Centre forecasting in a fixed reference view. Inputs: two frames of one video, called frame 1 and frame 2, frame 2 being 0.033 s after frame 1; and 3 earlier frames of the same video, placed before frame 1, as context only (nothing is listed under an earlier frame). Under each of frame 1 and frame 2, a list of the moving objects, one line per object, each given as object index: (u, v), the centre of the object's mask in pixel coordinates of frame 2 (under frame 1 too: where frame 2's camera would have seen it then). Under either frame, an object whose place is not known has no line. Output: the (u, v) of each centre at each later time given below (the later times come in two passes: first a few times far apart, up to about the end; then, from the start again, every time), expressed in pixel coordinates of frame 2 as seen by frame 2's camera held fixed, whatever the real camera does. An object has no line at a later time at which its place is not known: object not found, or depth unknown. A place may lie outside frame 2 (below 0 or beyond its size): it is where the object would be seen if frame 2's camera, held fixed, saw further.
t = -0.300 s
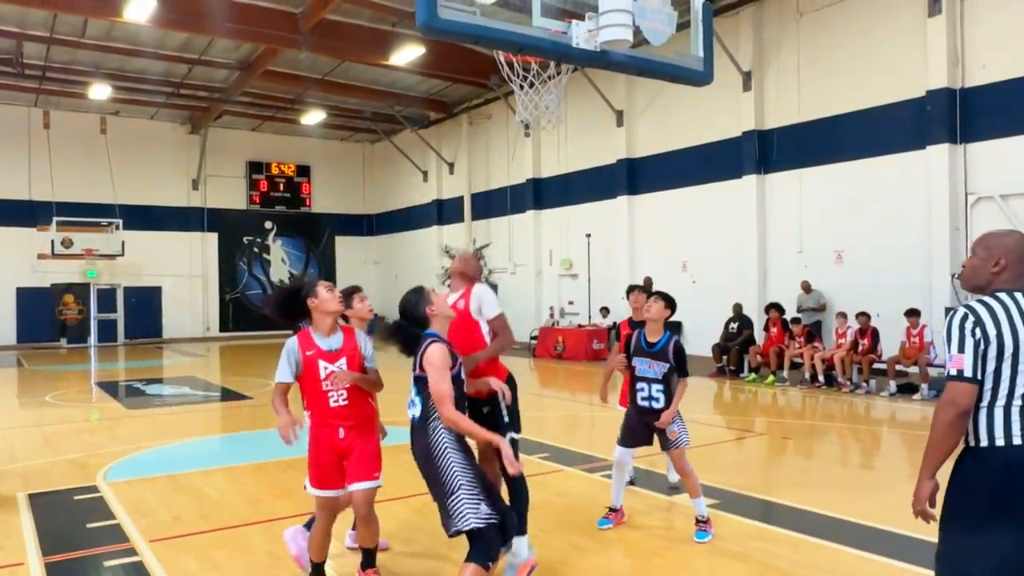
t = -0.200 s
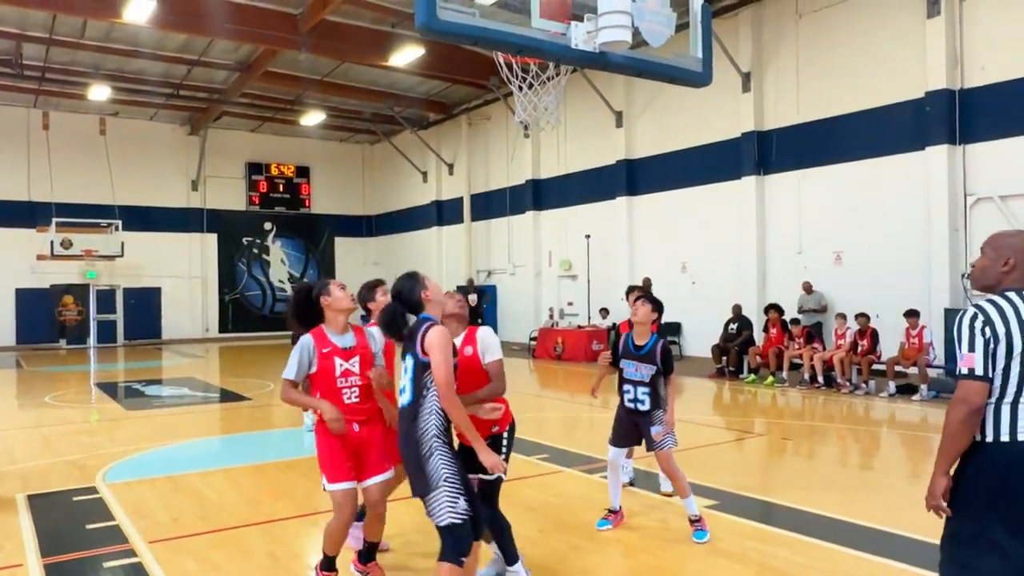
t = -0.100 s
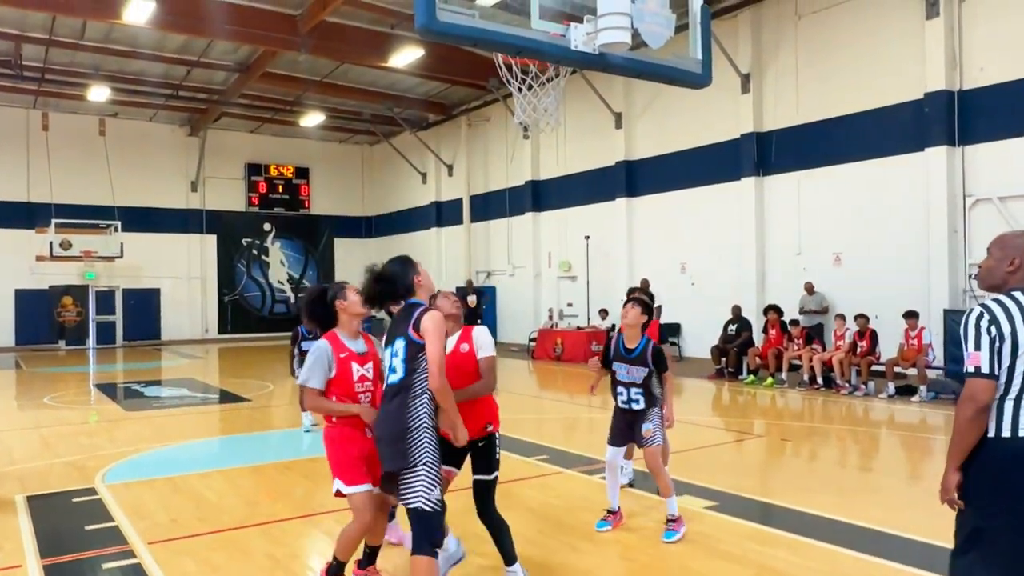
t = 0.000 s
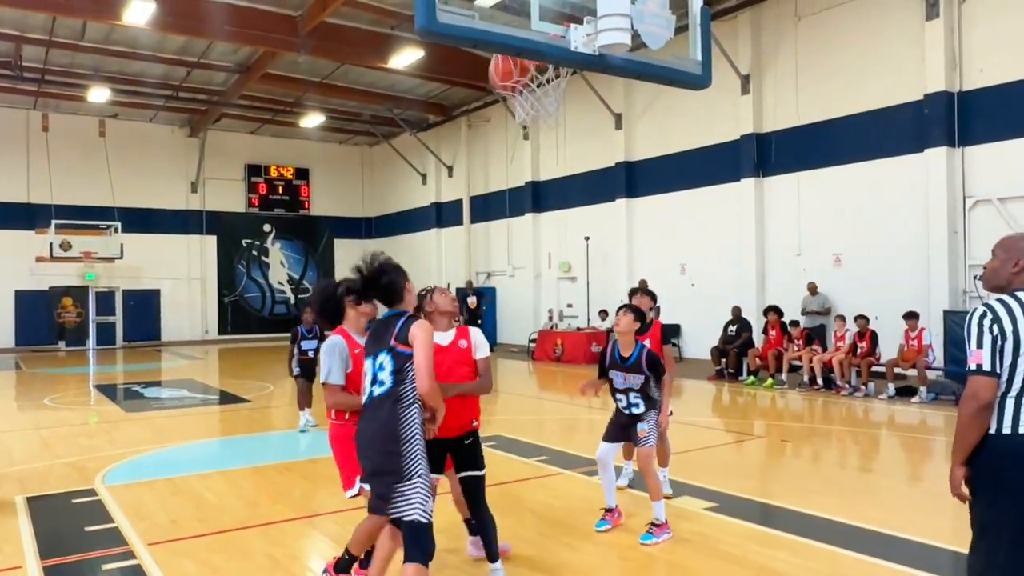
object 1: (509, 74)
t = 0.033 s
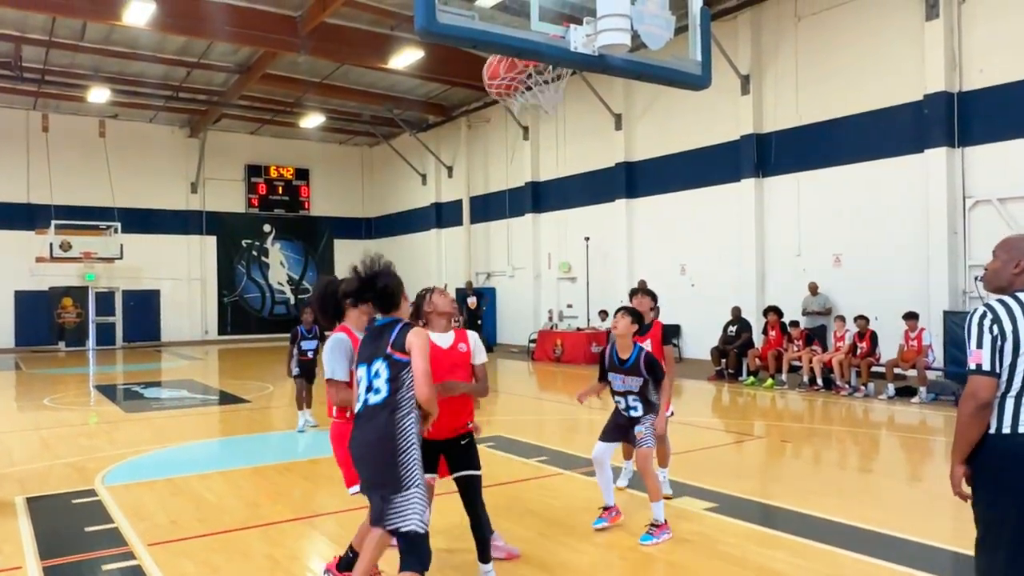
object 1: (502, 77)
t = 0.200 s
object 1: (500, 80)
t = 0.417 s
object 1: (538, 130)
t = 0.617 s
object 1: (581, 234)
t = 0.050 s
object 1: (501, 77)
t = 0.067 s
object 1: (500, 77)
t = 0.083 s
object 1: (499, 77)
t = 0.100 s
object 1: (498, 77)
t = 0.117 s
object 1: (498, 78)
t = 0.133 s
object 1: (498, 78)
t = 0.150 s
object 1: (498, 78)
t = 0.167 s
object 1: (499, 78)
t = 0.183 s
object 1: (499, 79)
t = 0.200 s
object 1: (500, 80)
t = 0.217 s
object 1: (501, 81)
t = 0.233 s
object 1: (505, 85)
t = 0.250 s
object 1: (505, 84)
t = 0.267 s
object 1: (508, 91)
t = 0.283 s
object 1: (510, 93)
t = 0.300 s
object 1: (513, 97)
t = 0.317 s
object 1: (516, 101)
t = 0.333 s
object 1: (520, 105)
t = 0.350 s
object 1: (523, 109)
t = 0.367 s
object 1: (527, 114)
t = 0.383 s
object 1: (531, 118)
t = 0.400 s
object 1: (535, 124)
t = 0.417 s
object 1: (538, 130)
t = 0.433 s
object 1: (542, 137)
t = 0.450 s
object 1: (545, 142)
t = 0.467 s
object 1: (549, 149)
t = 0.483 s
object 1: (553, 157)
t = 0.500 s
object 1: (556, 166)
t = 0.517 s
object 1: (560, 174)
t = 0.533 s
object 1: (563, 183)
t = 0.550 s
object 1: (567, 192)
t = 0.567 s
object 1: (570, 200)
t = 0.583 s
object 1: (574, 211)
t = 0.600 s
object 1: (577, 222)
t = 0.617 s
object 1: (581, 234)
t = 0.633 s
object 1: (585, 245)
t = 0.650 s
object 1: (588, 257)
